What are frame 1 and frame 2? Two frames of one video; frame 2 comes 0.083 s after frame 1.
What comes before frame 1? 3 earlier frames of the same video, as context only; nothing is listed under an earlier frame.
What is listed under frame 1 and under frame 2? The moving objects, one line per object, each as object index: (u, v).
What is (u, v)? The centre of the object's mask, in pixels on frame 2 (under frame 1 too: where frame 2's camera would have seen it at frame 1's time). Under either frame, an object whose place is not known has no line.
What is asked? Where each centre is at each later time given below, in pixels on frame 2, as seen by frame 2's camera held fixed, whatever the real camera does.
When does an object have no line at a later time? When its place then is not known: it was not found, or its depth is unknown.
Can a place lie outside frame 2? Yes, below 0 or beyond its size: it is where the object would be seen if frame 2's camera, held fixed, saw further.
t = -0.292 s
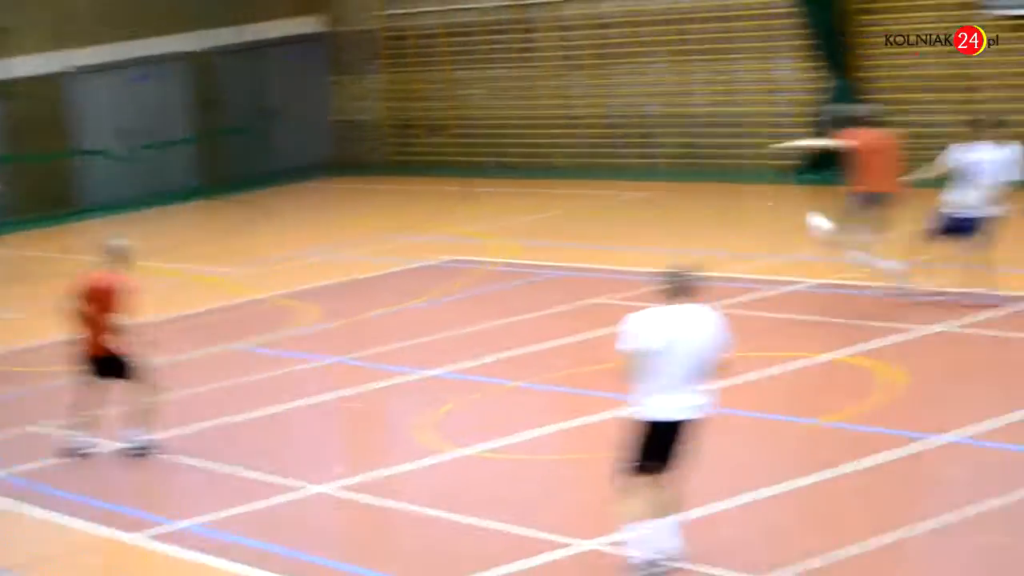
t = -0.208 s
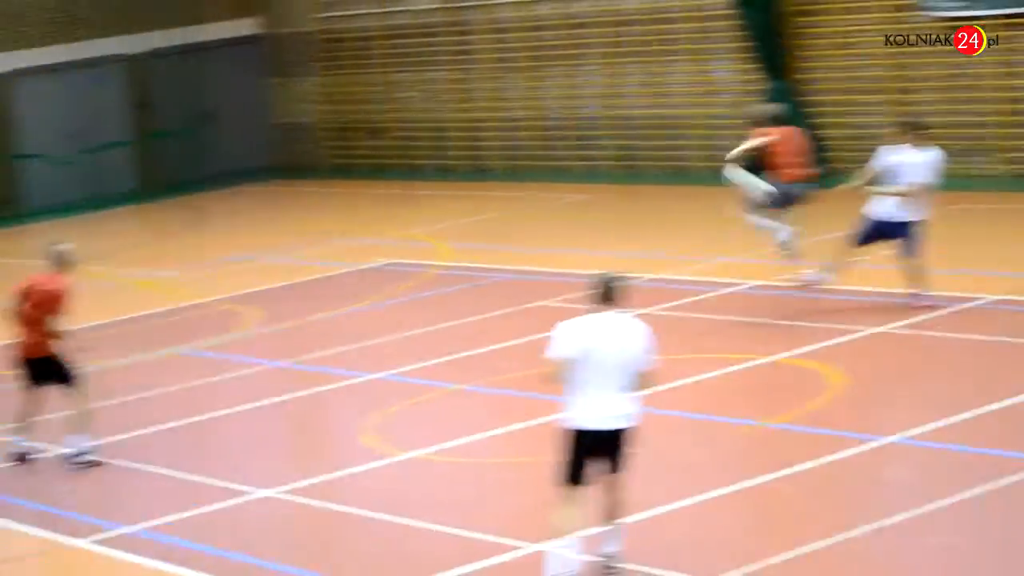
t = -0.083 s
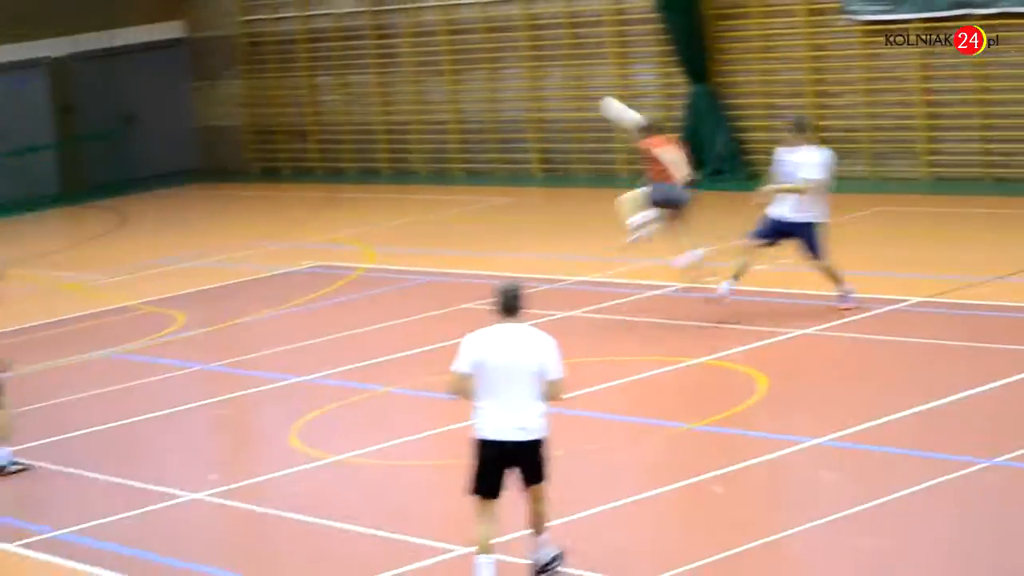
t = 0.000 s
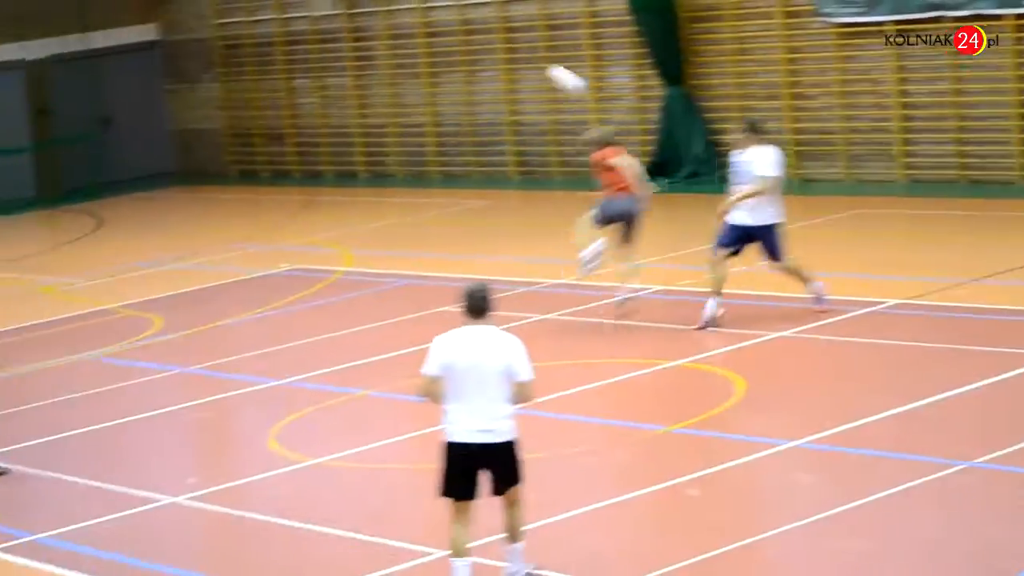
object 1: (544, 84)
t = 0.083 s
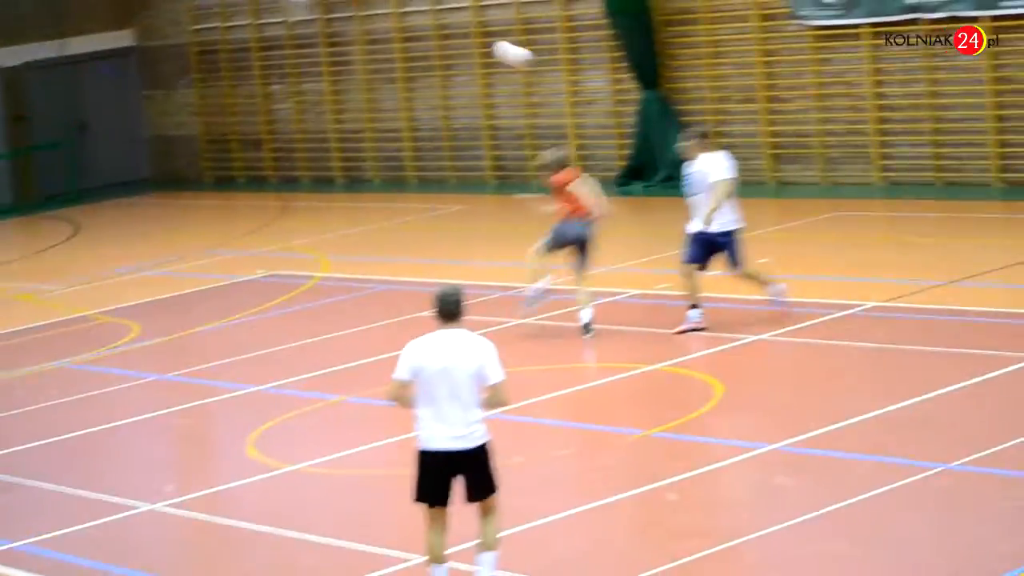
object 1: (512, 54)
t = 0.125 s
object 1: (499, 43)
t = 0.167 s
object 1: (483, 34)
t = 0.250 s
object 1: (456, 18)
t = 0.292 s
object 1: (445, 13)
